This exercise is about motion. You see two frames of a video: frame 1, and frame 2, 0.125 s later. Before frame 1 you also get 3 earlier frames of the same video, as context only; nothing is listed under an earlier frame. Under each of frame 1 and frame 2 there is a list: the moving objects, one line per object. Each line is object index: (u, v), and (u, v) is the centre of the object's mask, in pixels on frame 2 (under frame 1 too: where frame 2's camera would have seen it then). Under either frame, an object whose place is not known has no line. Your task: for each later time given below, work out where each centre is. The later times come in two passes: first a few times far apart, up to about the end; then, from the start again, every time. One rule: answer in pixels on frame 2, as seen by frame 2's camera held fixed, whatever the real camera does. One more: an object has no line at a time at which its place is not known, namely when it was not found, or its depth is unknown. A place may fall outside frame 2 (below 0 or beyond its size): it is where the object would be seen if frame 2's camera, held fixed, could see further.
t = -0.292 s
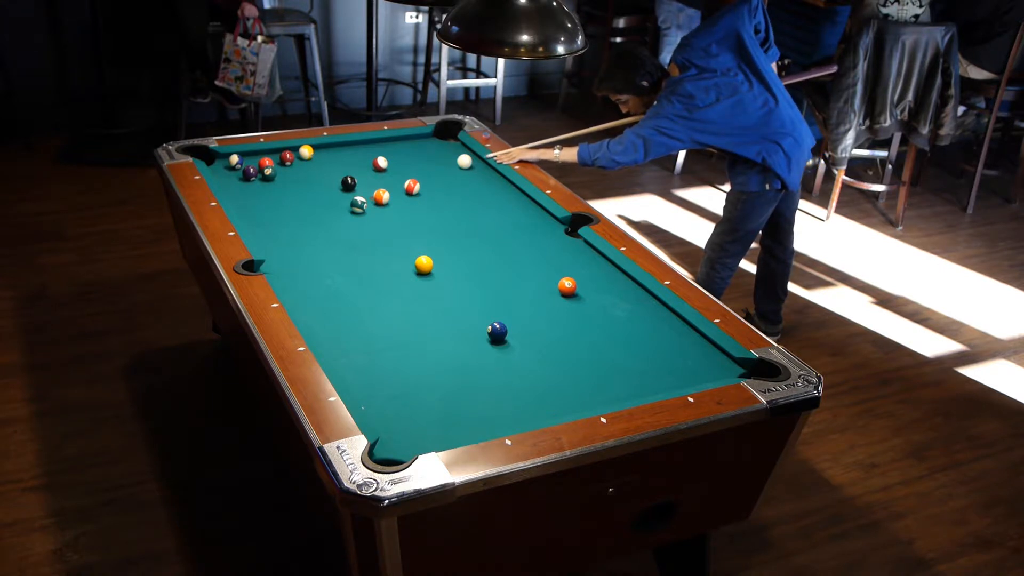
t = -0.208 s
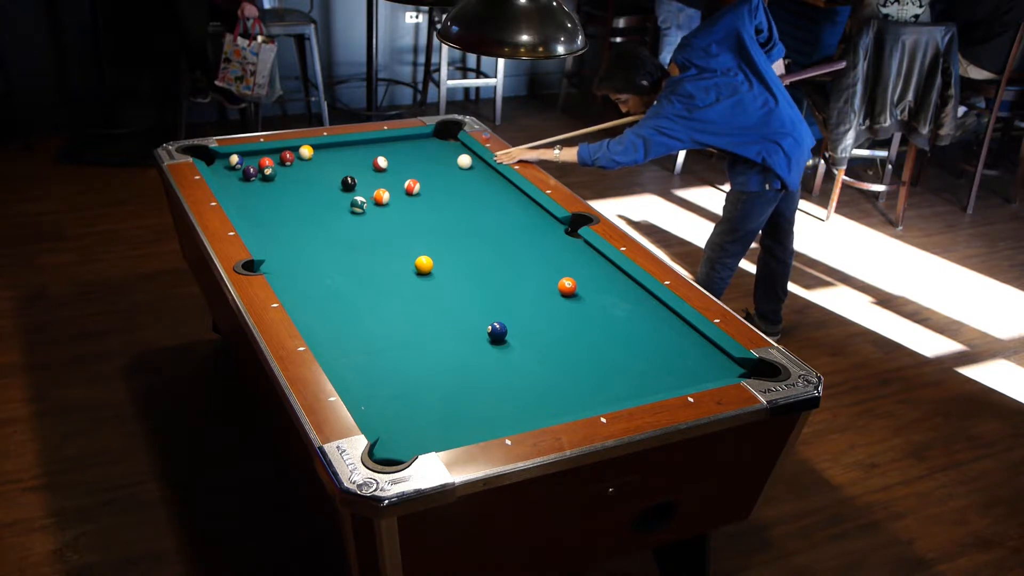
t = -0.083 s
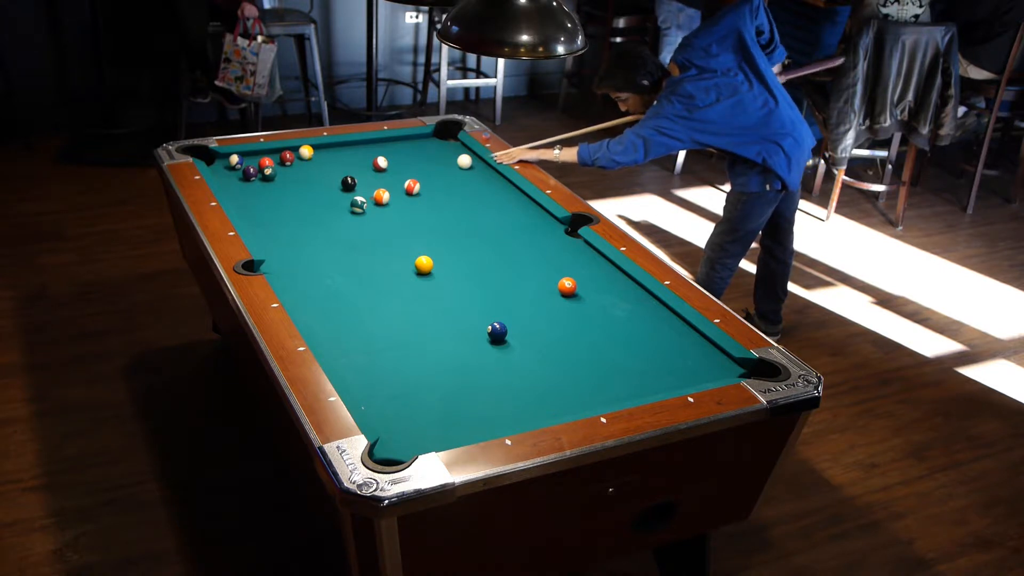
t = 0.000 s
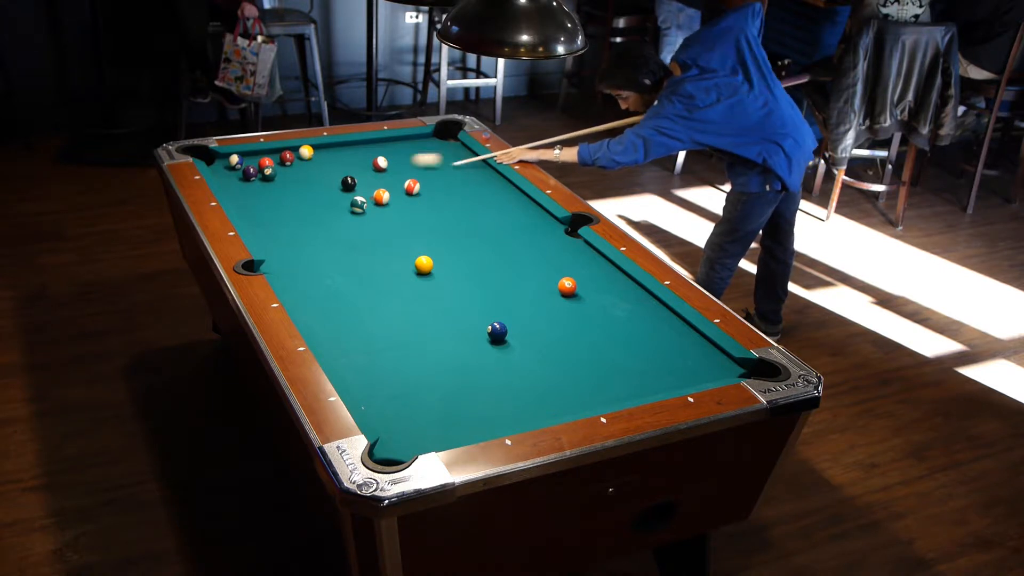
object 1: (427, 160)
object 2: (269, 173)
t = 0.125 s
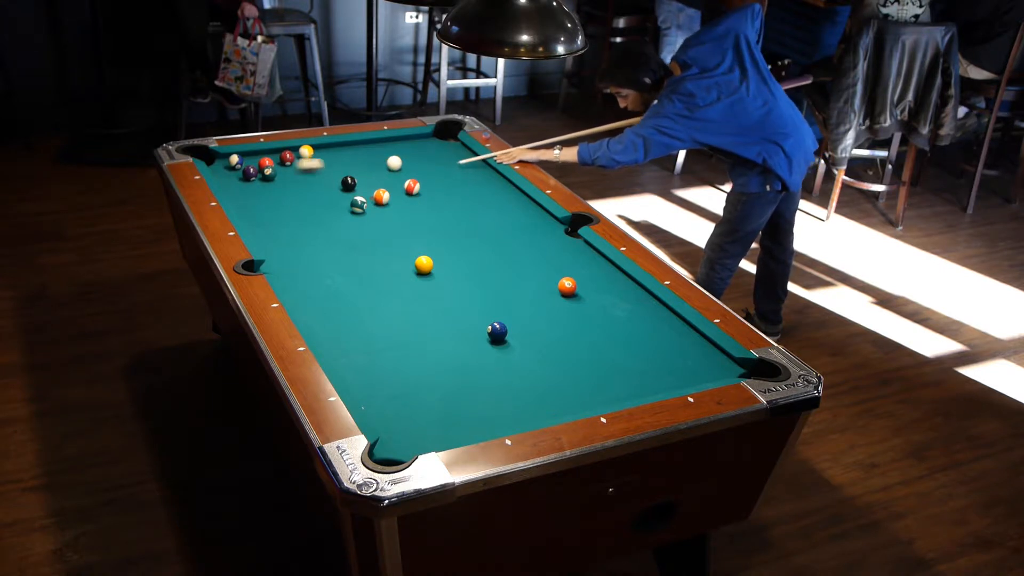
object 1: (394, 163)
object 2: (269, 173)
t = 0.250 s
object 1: (393, 163)
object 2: (260, 180)
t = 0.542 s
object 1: (392, 163)
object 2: (238, 195)
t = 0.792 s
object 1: (392, 163)
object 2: (248, 204)
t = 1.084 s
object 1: (392, 163)
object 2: (268, 211)
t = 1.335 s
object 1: (392, 163)
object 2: (284, 216)
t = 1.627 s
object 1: (392, 163)
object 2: (300, 224)
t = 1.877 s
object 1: (392, 163)
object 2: (313, 229)
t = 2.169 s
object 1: (392, 163)
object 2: (327, 234)
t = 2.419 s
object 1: (392, 163)
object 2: (338, 238)
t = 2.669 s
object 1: (392, 163)
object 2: (348, 242)
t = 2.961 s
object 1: (392, 163)
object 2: (358, 245)
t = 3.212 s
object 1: (392, 163)
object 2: (365, 248)
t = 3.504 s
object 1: (392, 163)
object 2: (371, 251)
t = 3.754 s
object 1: (392, 163)
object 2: (375, 252)
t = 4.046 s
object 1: (392, 163)
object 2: (378, 254)
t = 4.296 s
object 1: (392, 163)
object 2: (379, 254)
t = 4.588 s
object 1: (392, 163)
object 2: (379, 254)
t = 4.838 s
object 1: (392, 163)
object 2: (379, 254)
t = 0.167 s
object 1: (394, 163)
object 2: (268, 174)
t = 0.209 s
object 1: (394, 163)
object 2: (263, 177)
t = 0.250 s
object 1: (393, 163)
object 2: (260, 180)
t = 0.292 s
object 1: (393, 163)
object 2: (256, 182)
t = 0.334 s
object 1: (393, 163)
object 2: (253, 184)
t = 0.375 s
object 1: (393, 163)
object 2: (250, 186)
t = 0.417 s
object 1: (393, 163)
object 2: (247, 189)
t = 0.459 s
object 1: (393, 163)
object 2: (244, 191)
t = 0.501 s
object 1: (392, 163)
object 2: (241, 193)
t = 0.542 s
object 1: (392, 163)
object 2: (238, 195)
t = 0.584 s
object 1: (392, 163)
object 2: (236, 197)
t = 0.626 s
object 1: (392, 163)
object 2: (237, 199)
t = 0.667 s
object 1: (392, 163)
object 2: (240, 201)
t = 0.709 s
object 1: (392, 163)
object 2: (242, 202)
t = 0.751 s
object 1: (392, 163)
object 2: (245, 203)
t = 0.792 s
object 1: (392, 163)
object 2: (248, 204)
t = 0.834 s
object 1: (392, 163)
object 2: (251, 205)
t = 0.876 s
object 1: (392, 163)
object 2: (254, 205)
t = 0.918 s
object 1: (392, 163)
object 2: (257, 207)
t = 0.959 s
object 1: (392, 163)
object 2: (259, 208)
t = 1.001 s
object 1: (392, 163)
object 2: (262, 209)
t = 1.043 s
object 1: (392, 163)
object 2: (265, 210)
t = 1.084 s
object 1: (392, 163)
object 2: (268, 211)
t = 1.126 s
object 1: (392, 163)
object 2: (271, 212)
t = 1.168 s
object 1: (392, 163)
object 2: (273, 213)
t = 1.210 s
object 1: (392, 163)
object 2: (276, 214)
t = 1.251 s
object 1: (392, 163)
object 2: (278, 215)
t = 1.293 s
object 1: (392, 163)
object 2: (281, 216)
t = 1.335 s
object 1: (392, 163)
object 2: (284, 216)
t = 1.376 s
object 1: (392, 163)
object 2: (286, 217)
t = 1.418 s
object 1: (392, 163)
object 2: (289, 219)
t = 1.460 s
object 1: (392, 163)
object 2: (291, 220)
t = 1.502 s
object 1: (392, 163)
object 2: (294, 221)
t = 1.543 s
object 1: (392, 163)
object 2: (296, 222)
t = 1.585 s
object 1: (392, 163)
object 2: (298, 223)
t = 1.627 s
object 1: (392, 163)
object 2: (300, 224)
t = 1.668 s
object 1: (392, 163)
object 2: (303, 224)
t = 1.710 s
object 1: (392, 163)
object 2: (305, 225)
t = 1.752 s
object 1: (392, 163)
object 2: (307, 226)
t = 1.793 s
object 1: (392, 163)
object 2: (309, 227)
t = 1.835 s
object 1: (392, 163)
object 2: (311, 228)
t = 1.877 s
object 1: (392, 163)
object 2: (313, 229)
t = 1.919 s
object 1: (392, 163)
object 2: (315, 229)
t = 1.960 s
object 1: (392, 163)
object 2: (318, 230)
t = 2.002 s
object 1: (392, 163)
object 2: (320, 231)
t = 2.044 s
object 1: (392, 163)
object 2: (321, 232)
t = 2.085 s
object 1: (392, 163)
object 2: (324, 233)
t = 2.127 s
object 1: (392, 163)
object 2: (326, 233)
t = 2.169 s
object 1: (392, 163)
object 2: (327, 234)
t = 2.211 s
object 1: (392, 163)
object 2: (329, 235)
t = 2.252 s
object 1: (392, 163)
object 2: (331, 236)
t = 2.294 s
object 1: (392, 163)
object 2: (333, 236)
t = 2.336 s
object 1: (392, 163)
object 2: (335, 237)
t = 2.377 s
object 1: (392, 163)
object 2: (337, 237)
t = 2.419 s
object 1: (392, 163)
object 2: (338, 238)
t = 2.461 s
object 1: (392, 163)
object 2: (340, 239)
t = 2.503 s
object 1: (392, 163)
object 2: (341, 239)
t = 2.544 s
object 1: (392, 163)
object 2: (343, 240)
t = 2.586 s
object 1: (392, 163)
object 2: (345, 241)
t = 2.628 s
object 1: (392, 163)
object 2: (346, 241)
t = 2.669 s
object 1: (392, 163)
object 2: (348, 242)
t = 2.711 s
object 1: (392, 163)
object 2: (349, 242)
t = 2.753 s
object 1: (392, 163)
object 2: (351, 243)
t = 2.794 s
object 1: (392, 163)
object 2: (352, 243)
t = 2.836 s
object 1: (392, 163)
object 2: (354, 244)
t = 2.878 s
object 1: (392, 163)
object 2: (355, 244)
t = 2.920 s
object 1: (392, 163)
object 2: (356, 245)
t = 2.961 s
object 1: (392, 163)
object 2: (358, 245)
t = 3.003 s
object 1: (392, 163)
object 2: (359, 246)
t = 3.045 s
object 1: (392, 163)
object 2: (360, 246)
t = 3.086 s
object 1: (392, 163)
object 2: (362, 247)
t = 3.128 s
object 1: (392, 163)
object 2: (363, 247)
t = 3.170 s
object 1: (392, 163)
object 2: (364, 247)
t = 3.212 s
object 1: (392, 163)
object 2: (365, 248)
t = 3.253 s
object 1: (392, 163)
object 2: (366, 248)
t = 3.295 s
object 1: (392, 163)
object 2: (367, 249)
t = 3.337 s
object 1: (392, 163)
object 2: (368, 249)
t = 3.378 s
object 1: (392, 163)
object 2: (369, 250)
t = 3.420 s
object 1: (392, 163)
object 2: (370, 250)
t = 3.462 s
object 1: (392, 163)
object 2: (371, 250)
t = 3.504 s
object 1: (392, 163)
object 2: (371, 251)
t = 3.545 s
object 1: (392, 163)
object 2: (372, 251)
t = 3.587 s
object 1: (392, 163)
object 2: (373, 251)
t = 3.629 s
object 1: (392, 163)
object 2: (374, 251)
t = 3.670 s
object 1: (392, 163)
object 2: (374, 252)
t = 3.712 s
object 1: (392, 163)
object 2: (375, 252)
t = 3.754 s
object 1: (392, 163)
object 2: (375, 252)
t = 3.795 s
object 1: (392, 163)
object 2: (376, 252)
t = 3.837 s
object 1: (392, 163)
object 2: (376, 253)
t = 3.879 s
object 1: (392, 163)
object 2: (377, 253)
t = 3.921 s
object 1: (392, 163)
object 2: (377, 253)
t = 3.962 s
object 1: (392, 163)
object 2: (378, 254)
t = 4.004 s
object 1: (392, 163)
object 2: (378, 254)
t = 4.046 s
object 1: (392, 163)
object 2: (378, 254)
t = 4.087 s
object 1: (392, 163)
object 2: (379, 254)
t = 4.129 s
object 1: (392, 163)
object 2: (379, 254)
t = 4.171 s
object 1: (392, 163)
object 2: (379, 254)
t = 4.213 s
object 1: (392, 163)
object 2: (379, 254)
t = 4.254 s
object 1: (392, 163)
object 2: (379, 254)
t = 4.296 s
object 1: (392, 163)
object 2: (379, 254)
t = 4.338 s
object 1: (392, 163)
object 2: (379, 254)
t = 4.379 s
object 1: (392, 163)
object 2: (379, 254)
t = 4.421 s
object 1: (392, 163)
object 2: (379, 254)
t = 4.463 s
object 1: (392, 163)
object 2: (379, 254)
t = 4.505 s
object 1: (392, 163)
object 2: (379, 254)
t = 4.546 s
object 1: (392, 163)
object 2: (379, 254)
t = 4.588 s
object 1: (392, 163)
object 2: (379, 254)
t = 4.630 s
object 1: (392, 163)
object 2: (379, 254)
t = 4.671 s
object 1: (392, 163)
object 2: (379, 254)
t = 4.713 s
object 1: (392, 163)
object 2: (379, 254)
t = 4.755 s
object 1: (392, 163)
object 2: (379, 254)
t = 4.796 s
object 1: (392, 163)
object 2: (379, 254)
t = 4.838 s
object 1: (392, 163)
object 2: (379, 254)
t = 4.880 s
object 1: (392, 163)
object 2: (379, 254)
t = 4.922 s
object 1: (392, 163)
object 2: (379, 254)
